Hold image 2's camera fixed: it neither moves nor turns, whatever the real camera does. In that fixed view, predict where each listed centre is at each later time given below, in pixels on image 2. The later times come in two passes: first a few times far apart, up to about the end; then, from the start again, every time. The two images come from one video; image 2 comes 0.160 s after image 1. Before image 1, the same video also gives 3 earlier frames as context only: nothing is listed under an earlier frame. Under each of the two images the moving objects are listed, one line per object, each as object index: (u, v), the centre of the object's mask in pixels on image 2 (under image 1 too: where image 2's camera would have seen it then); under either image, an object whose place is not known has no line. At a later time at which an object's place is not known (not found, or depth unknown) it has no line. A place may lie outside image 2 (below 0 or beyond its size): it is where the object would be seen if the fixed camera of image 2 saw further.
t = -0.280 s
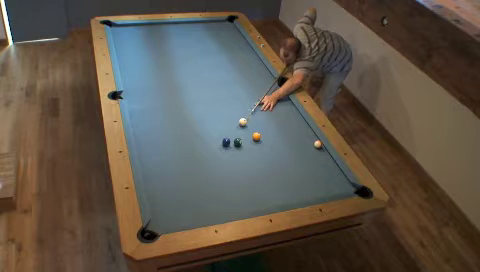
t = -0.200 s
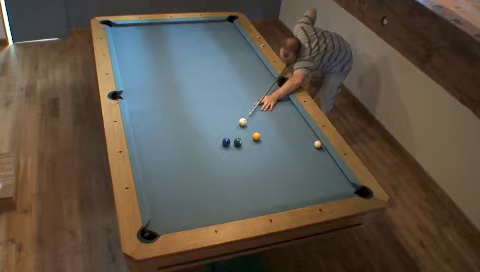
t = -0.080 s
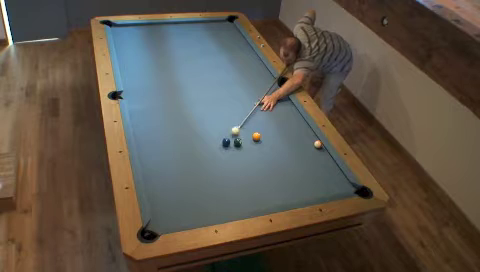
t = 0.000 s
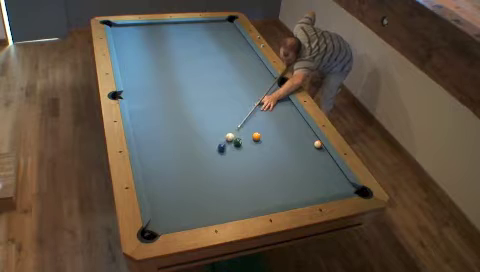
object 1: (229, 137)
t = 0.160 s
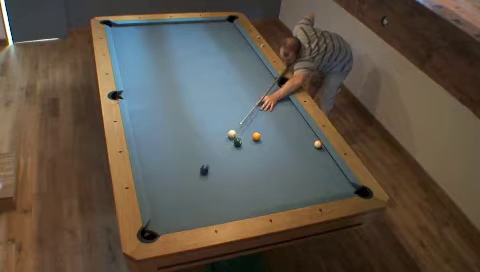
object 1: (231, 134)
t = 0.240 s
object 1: (233, 132)
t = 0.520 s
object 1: (238, 125)
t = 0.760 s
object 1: (241, 120)
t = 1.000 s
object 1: (245, 116)
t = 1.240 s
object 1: (248, 111)
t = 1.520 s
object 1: (250, 107)
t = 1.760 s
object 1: (252, 104)
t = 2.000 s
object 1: (255, 101)
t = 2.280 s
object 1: (257, 98)
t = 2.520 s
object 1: (258, 96)
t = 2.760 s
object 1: (260, 94)
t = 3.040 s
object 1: (260, 92)
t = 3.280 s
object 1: (261, 90)
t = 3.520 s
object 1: (262, 90)
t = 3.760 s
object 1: (262, 89)
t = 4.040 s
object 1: (263, 89)
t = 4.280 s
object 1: (263, 89)
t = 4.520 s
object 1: (263, 89)
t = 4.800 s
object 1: (263, 89)
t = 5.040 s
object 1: (263, 88)
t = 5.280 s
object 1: (263, 89)
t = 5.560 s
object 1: (263, 88)
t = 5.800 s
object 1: (263, 88)
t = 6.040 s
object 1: (263, 88)
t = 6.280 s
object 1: (263, 89)
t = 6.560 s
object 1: (263, 89)
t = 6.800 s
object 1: (263, 88)
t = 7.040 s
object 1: (263, 88)
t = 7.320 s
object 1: (263, 89)
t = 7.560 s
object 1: (263, 88)
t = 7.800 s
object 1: (263, 88)
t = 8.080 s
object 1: (263, 89)
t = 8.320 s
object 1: (263, 88)
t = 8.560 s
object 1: (263, 88)
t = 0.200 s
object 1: (232, 133)
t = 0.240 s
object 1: (233, 132)
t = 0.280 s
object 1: (234, 131)
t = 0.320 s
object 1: (234, 130)
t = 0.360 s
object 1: (235, 129)
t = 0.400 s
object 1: (236, 128)
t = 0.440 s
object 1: (236, 127)
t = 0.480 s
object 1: (237, 126)
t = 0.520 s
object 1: (238, 125)
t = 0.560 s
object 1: (238, 124)
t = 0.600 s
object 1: (239, 123)
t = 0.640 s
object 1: (240, 123)
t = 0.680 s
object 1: (240, 122)
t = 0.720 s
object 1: (241, 121)
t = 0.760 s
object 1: (241, 120)
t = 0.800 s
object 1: (242, 119)
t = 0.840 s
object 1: (243, 118)
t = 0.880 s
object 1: (243, 118)
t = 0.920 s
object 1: (244, 117)
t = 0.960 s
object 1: (244, 116)
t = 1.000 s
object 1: (245, 116)
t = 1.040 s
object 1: (245, 115)
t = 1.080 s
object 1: (246, 114)
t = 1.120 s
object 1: (246, 113)
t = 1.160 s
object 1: (246, 113)
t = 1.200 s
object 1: (247, 112)
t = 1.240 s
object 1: (248, 111)
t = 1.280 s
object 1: (248, 111)
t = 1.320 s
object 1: (248, 110)
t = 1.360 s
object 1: (249, 109)
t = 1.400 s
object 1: (249, 109)
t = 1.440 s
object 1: (250, 108)
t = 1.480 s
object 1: (250, 108)
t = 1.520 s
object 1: (250, 107)
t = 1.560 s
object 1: (251, 106)
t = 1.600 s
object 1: (251, 106)
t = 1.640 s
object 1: (251, 105)
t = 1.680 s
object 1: (252, 105)
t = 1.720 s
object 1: (252, 104)
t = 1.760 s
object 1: (252, 104)
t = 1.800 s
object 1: (253, 103)
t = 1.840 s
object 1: (253, 102)
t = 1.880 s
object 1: (253, 102)
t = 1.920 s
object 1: (254, 102)
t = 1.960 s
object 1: (254, 101)
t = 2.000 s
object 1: (255, 101)
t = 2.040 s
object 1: (255, 100)
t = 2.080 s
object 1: (255, 100)
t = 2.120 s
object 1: (256, 99)
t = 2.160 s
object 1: (256, 99)
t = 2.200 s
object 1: (256, 99)
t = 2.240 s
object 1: (257, 98)
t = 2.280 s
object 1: (257, 98)
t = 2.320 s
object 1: (257, 98)
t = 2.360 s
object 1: (257, 97)
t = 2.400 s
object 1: (257, 97)
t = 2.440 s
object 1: (258, 96)
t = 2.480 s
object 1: (258, 96)
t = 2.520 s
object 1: (258, 96)
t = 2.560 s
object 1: (259, 95)
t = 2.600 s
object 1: (259, 95)
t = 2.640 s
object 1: (259, 94)
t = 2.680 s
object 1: (259, 94)
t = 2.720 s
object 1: (259, 94)
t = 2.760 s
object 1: (260, 94)
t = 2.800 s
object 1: (260, 93)
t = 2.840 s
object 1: (260, 93)
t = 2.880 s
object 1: (260, 93)
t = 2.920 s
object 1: (260, 93)
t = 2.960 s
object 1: (260, 92)
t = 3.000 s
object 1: (260, 92)
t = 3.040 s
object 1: (260, 92)
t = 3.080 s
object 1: (261, 91)
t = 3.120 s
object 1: (261, 91)
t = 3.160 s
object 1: (261, 91)
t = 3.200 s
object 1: (261, 91)
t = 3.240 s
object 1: (261, 91)
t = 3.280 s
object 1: (261, 90)
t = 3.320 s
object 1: (262, 90)
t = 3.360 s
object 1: (262, 90)
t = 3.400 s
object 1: (262, 90)
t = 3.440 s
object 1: (262, 90)
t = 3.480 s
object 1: (262, 90)
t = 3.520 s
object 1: (262, 90)
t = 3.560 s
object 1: (262, 90)
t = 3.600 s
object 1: (262, 89)
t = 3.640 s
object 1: (262, 89)
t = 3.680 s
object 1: (262, 89)
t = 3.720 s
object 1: (262, 89)
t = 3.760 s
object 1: (262, 89)
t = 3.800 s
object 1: (263, 89)
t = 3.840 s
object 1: (263, 89)
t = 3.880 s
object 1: (263, 89)
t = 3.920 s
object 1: (263, 89)
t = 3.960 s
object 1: (263, 89)
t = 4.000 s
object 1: (263, 89)
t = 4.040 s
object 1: (263, 89)
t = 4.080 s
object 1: (263, 89)
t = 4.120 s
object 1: (263, 88)
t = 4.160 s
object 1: (263, 89)
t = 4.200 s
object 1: (263, 89)
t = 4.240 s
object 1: (263, 89)
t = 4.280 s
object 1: (263, 89)
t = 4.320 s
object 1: (263, 89)
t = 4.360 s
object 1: (263, 89)
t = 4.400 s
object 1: (263, 89)
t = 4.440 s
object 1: (263, 89)
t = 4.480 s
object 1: (263, 89)
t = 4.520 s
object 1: (263, 89)
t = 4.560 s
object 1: (263, 89)
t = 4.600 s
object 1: (263, 89)
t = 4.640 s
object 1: (263, 89)
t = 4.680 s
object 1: (263, 89)
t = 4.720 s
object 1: (263, 89)
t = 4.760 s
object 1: (263, 89)
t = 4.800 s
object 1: (263, 89)
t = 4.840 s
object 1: (263, 89)
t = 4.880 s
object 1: (263, 89)
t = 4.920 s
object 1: (263, 89)
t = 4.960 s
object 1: (263, 89)
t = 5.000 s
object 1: (263, 89)
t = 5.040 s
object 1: (263, 88)
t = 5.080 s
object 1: (263, 89)
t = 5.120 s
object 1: (263, 89)
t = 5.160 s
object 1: (263, 89)
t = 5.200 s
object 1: (263, 89)
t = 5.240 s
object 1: (263, 89)
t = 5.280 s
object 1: (263, 89)
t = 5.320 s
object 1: (263, 88)
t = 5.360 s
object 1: (263, 88)
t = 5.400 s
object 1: (263, 88)
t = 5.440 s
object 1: (263, 88)
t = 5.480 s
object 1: (263, 88)
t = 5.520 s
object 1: (263, 88)
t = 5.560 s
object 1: (263, 88)
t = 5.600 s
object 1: (263, 88)
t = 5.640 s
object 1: (263, 88)
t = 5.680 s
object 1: (263, 88)
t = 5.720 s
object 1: (263, 88)
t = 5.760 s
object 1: (263, 88)
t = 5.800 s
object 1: (263, 88)
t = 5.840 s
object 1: (263, 88)
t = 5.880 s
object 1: (263, 88)
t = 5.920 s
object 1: (263, 88)
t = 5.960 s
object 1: (263, 88)
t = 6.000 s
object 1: (263, 88)
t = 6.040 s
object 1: (263, 88)
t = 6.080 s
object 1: (263, 88)
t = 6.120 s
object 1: (263, 88)
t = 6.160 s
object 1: (263, 88)
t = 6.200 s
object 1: (263, 88)
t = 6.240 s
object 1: (263, 89)
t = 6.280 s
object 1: (263, 89)
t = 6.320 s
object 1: (263, 88)
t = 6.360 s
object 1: (263, 89)
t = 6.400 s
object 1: (263, 89)
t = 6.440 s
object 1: (263, 89)
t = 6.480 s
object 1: (263, 89)
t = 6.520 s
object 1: (263, 88)
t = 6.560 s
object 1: (263, 89)
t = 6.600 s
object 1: (263, 89)
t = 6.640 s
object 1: (263, 89)
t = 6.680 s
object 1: (263, 88)
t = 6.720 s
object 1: (263, 88)
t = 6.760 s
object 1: (263, 88)
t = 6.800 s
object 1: (263, 88)
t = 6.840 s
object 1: (263, 88)
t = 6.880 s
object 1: (263, 88)
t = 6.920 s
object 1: (263, 88)
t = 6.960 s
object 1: (263, 88)
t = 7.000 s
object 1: (263, 88)
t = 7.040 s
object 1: (263, 88)
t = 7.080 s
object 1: (263, 88)
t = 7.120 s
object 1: (263, 88)
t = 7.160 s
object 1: (263, 88)
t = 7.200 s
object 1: (263, 88)
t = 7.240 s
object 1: (263, 89)
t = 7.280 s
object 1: (263, 89)
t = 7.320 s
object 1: (263, 89)
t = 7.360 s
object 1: (263, 89)
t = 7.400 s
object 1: (263, 89)
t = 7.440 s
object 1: (263, 88)
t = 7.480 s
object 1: (263, 88)
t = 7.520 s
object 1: (263, 89)
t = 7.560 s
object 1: (263, 88)
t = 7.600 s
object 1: (263, 88)
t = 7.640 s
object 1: (263, 88)
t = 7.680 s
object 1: (263, 88)
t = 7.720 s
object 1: (263, 88)
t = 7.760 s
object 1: (263, 88)
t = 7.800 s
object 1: (263, 88)
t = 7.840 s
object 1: (263, 89)
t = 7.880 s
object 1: (263, 88)
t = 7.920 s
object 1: (263, 88)
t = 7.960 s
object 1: (263, 88)
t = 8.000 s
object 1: (263, 88)
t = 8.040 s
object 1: (263, 88)
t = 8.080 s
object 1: (263, 89)
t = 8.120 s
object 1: (263, 88)
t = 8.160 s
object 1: (263, 88)
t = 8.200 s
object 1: (263, 88)
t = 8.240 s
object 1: (263, 88)
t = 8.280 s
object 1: (263, 88)
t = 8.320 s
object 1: (263, 88)
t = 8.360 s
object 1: (263, 88)
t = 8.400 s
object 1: (263, 89)
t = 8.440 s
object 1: (263, 88)
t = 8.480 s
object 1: (263, 88)
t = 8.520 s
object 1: (263, 88)
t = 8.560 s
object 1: (263, 88)
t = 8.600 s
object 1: (263, 88)
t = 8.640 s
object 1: (263, 88)
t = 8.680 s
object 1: (263, 88)
